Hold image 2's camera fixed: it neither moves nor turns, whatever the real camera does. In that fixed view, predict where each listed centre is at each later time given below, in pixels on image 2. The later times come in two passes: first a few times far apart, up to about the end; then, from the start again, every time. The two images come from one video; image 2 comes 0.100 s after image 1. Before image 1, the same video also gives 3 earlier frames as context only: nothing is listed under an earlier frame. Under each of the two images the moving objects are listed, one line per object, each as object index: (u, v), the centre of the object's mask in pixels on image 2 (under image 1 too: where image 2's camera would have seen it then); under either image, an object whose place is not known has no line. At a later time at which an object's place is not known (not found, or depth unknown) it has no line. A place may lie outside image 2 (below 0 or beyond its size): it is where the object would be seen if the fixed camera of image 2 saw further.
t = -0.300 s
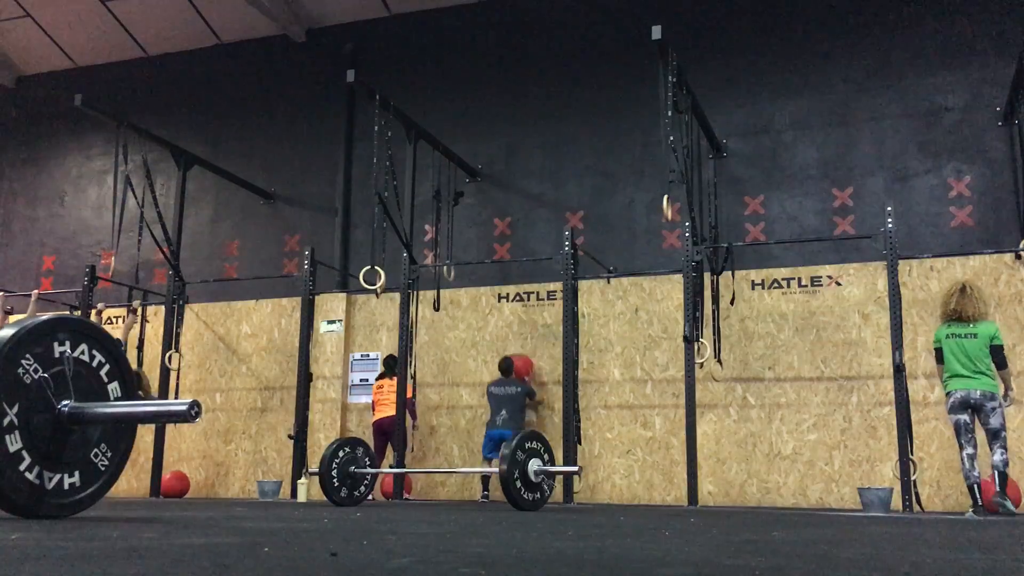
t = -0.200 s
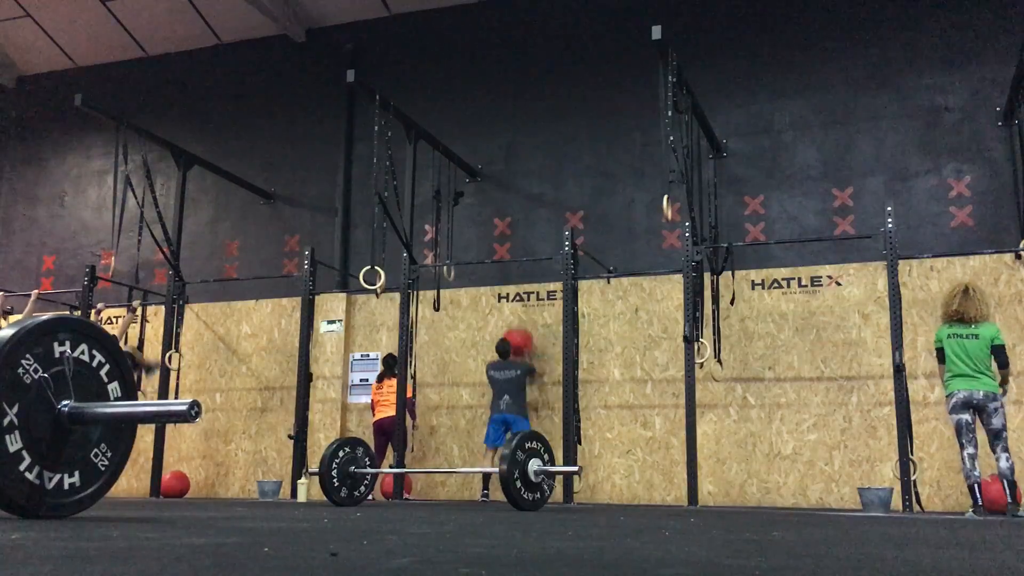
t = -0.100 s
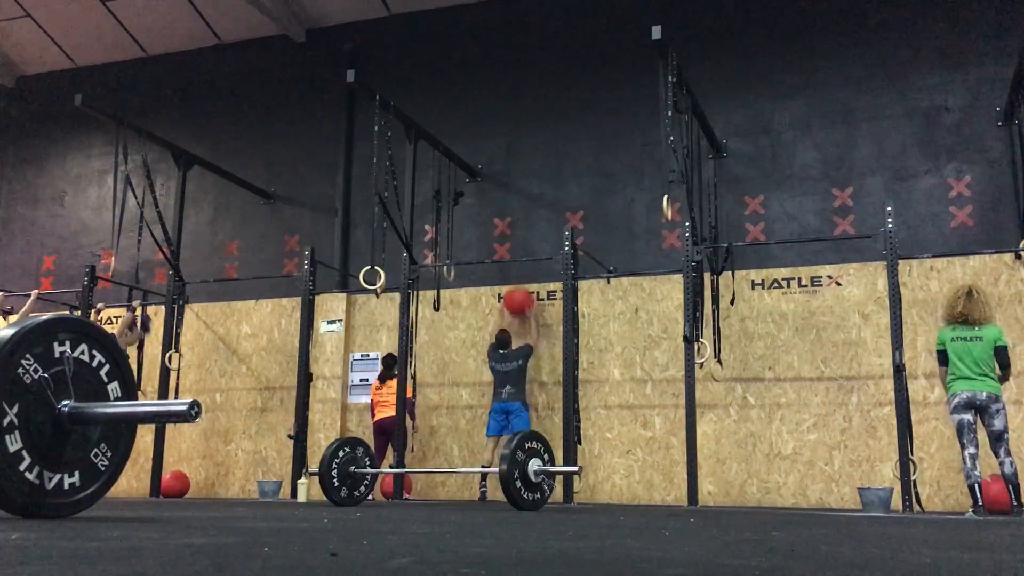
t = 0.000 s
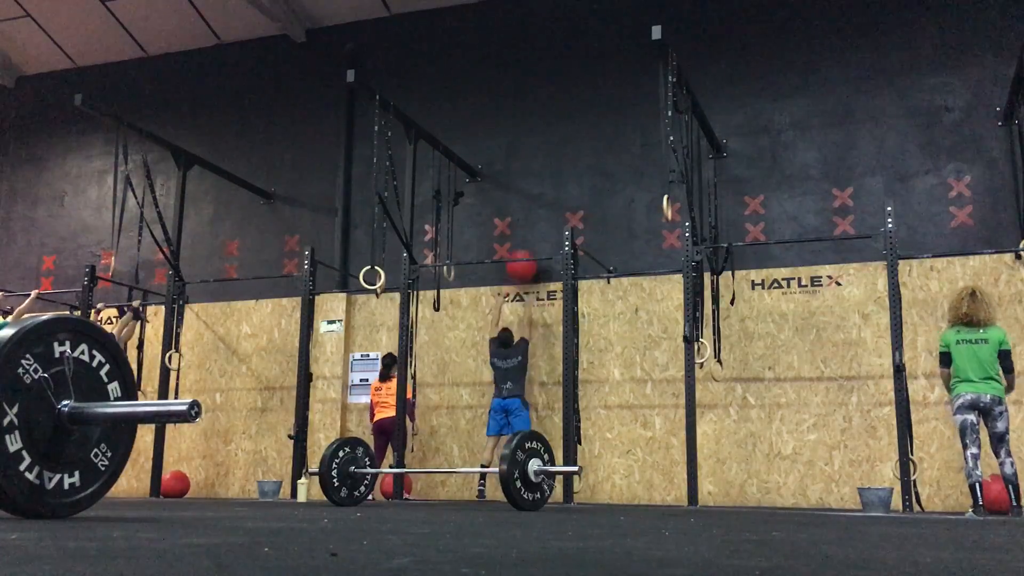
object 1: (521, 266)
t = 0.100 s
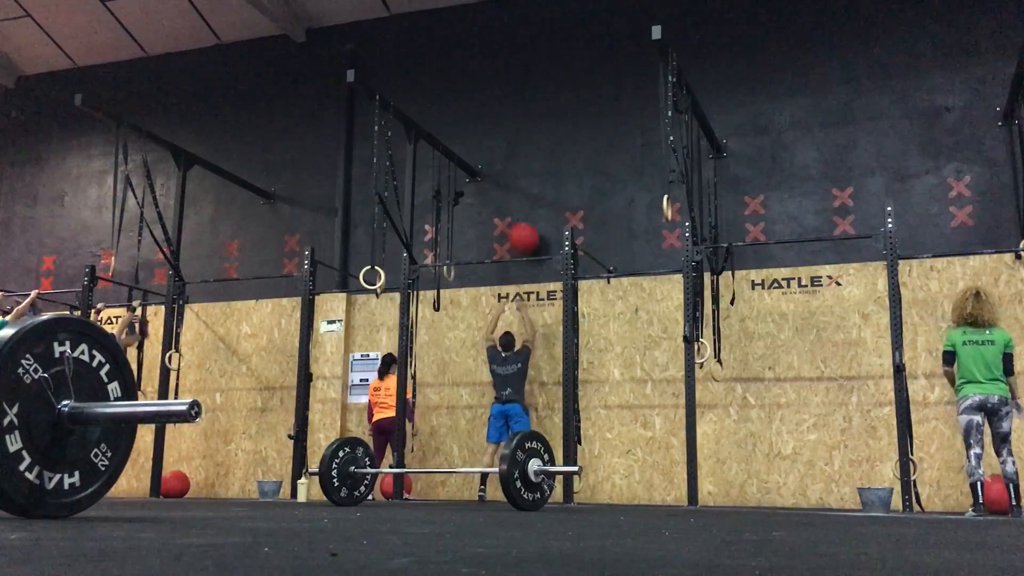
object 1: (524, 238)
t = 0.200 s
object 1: (526, 219)
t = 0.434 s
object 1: (525, 208)
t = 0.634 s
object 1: (522, 235)
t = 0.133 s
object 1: (524, 230)
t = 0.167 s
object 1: (525, 224)
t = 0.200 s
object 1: (526, 219)
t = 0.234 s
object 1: (526, 214)
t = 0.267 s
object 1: (527, 211)
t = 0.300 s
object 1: (526, 209)
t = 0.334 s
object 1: (526, 207)
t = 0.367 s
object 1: (526, 207)
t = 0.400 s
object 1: (525, 207)
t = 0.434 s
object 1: (525, 208)
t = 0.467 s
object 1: (525, 210)
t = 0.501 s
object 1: (524, 213)
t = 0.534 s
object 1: (524, 217)
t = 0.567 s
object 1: (524, 221)
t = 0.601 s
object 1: (523, 228)
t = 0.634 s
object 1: (522, 235)
